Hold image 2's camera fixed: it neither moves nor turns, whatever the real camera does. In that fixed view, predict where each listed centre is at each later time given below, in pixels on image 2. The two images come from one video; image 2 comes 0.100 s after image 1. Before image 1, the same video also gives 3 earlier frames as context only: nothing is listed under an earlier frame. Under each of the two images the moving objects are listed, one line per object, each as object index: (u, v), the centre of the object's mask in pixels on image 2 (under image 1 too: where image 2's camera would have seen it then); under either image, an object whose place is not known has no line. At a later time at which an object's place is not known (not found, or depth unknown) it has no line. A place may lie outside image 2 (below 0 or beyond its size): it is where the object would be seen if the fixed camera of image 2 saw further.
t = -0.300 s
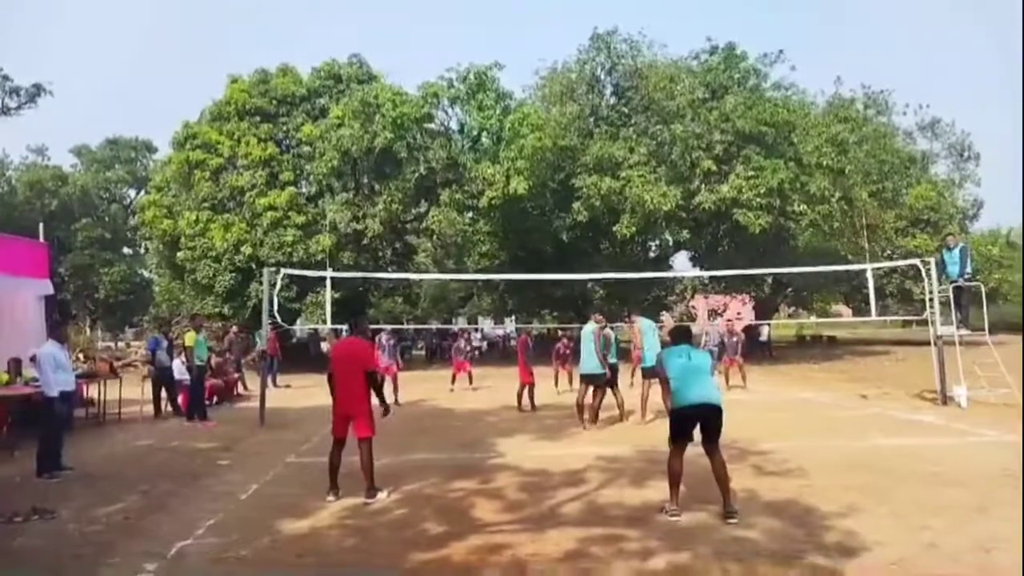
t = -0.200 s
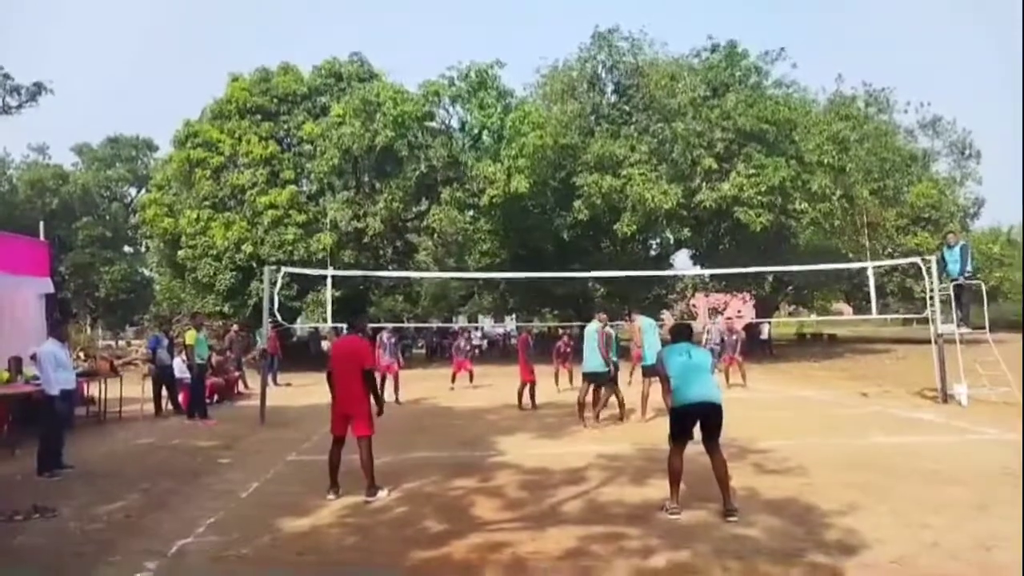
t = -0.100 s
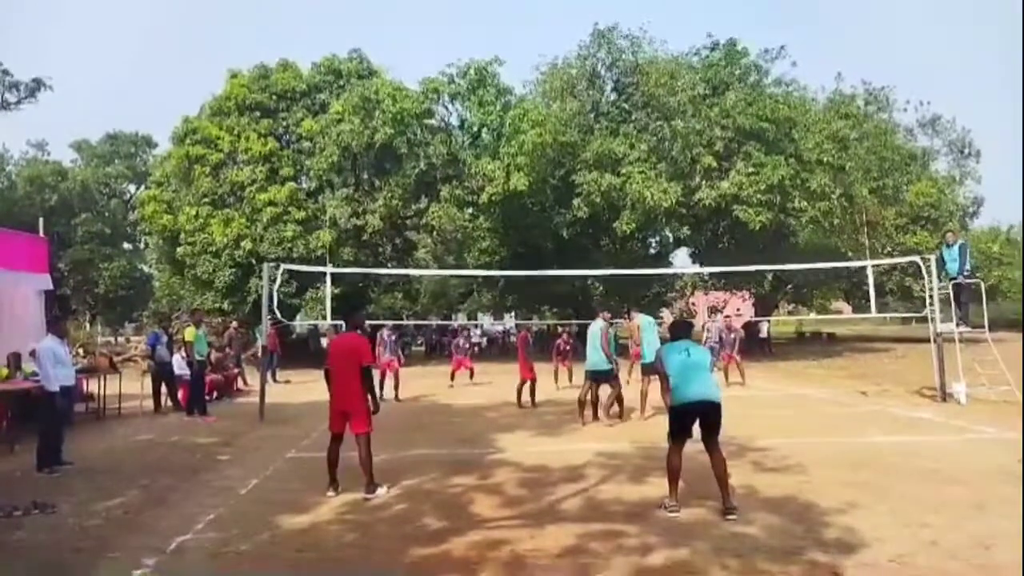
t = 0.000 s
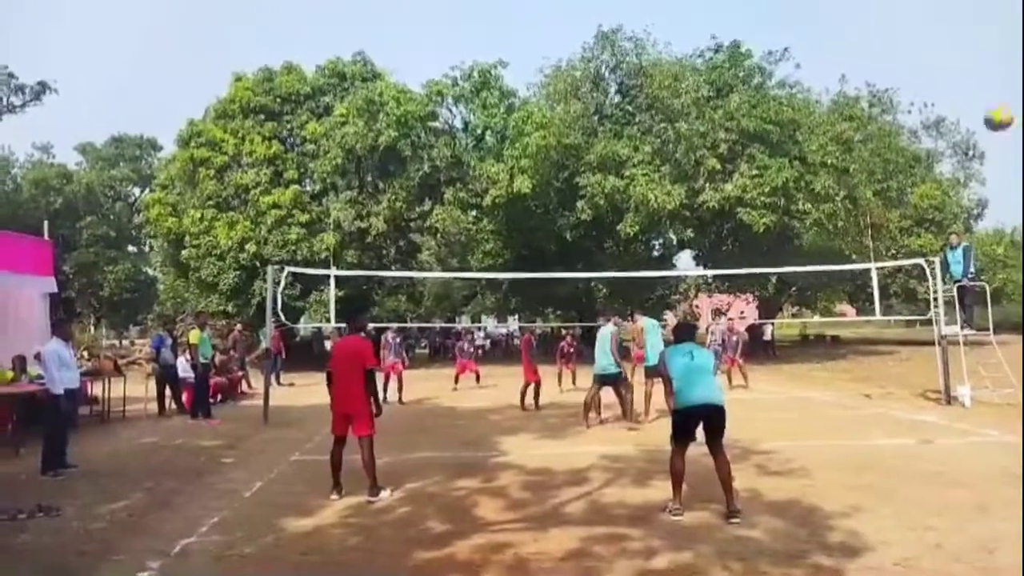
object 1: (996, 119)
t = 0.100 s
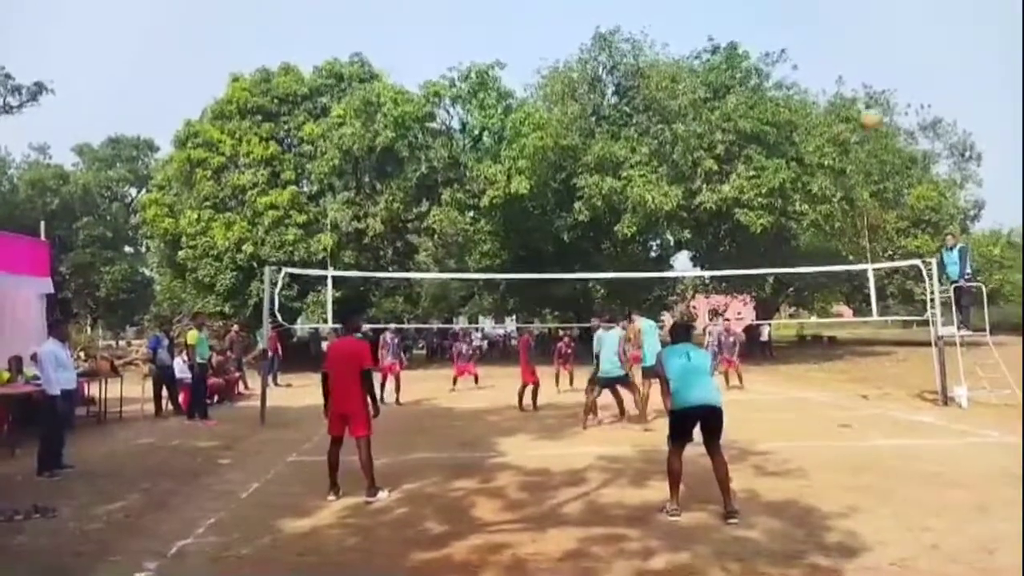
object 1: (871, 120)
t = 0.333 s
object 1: (699, 147)
